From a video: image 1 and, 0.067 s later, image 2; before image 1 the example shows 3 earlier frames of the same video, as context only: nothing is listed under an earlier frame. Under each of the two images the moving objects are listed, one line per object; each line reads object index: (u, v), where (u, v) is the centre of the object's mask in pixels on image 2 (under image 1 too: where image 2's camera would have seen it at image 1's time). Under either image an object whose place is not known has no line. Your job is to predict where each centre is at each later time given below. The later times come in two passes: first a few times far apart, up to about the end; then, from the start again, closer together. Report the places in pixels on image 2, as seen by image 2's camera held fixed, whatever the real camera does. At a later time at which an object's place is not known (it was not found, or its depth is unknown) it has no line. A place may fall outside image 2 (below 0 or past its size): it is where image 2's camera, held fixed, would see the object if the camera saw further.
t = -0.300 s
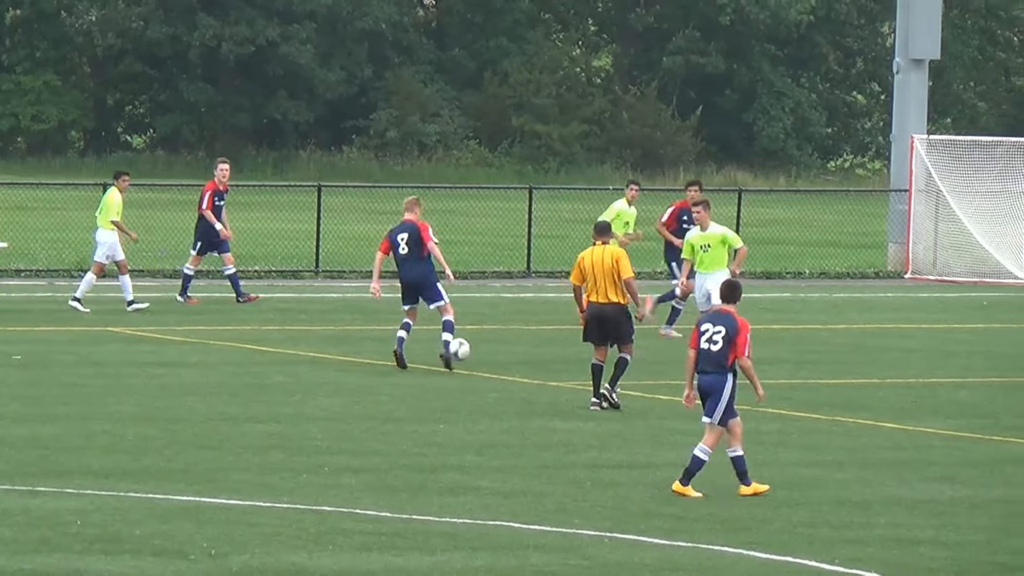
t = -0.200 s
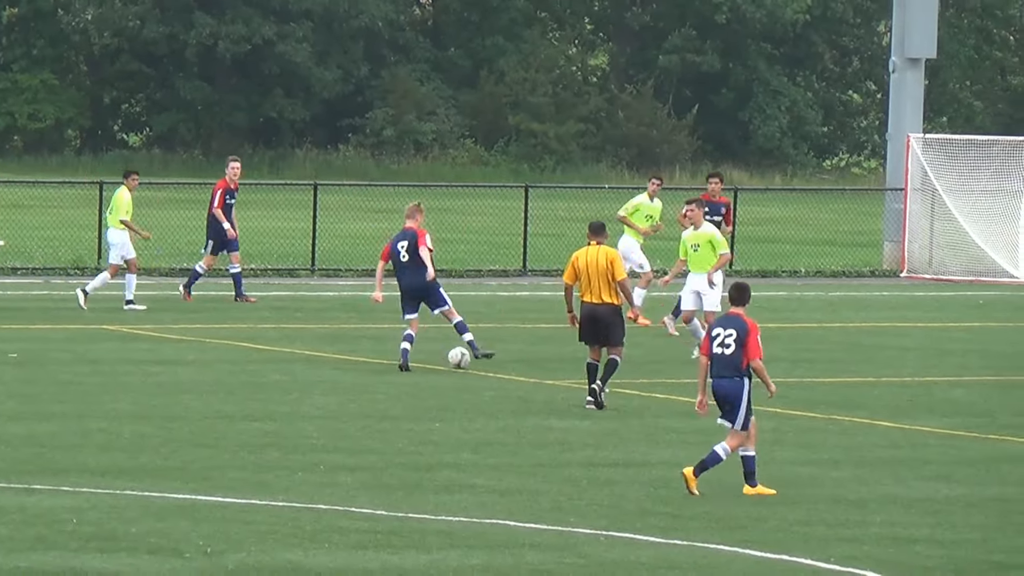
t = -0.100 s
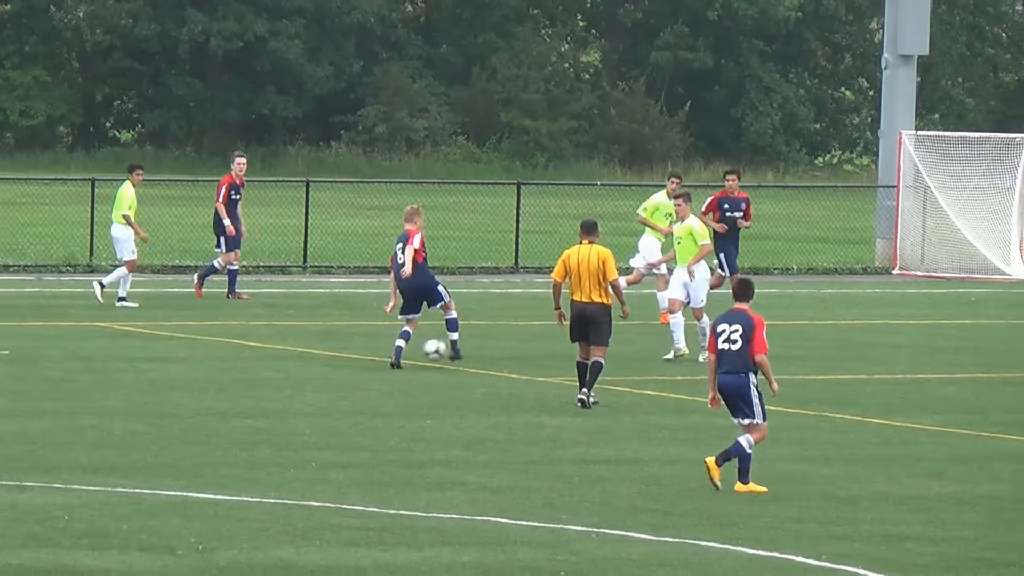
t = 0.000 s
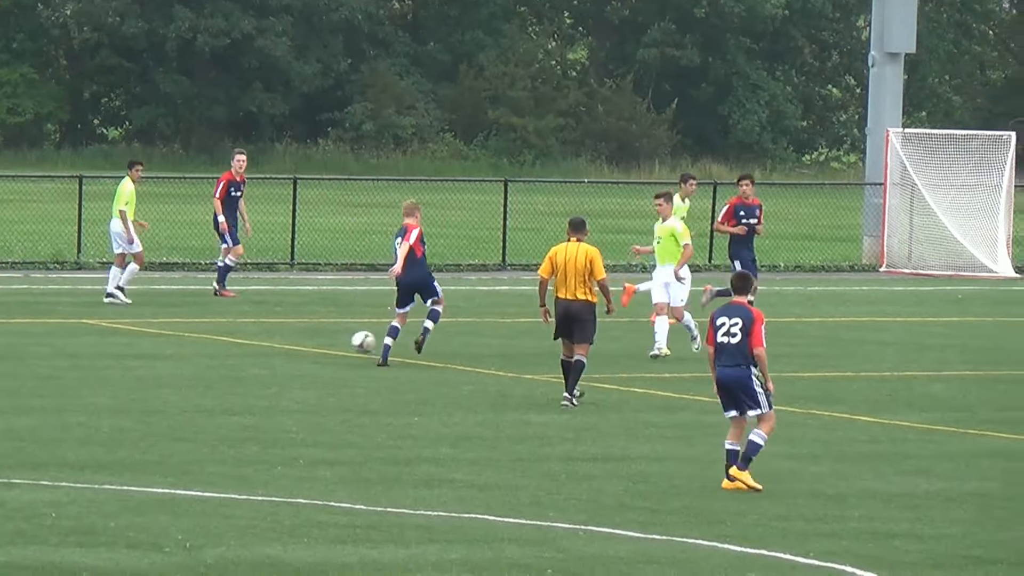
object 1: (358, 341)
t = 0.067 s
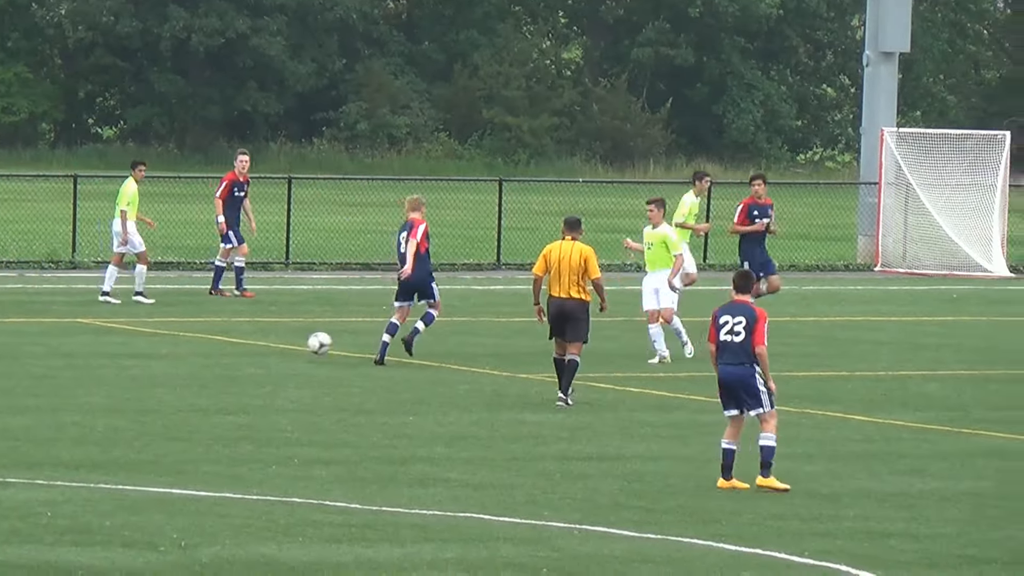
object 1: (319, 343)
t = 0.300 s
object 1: (208, 341)
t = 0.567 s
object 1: (110, 345)
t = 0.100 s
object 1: (300, 345)
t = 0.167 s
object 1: (267, 346)
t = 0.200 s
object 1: (251, 344)
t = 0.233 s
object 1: (237, 342)
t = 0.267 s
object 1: (222, 341)
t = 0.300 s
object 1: (208, 341)
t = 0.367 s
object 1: (180, 346)
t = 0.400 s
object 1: (167, 346)
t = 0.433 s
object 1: (155, 344)
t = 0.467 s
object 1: (144, 343)
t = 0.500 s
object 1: (133, 343)
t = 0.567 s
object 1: (110, 345)
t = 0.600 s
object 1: (98, 344)
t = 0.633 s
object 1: (87, 344)
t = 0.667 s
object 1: (76, 345)
